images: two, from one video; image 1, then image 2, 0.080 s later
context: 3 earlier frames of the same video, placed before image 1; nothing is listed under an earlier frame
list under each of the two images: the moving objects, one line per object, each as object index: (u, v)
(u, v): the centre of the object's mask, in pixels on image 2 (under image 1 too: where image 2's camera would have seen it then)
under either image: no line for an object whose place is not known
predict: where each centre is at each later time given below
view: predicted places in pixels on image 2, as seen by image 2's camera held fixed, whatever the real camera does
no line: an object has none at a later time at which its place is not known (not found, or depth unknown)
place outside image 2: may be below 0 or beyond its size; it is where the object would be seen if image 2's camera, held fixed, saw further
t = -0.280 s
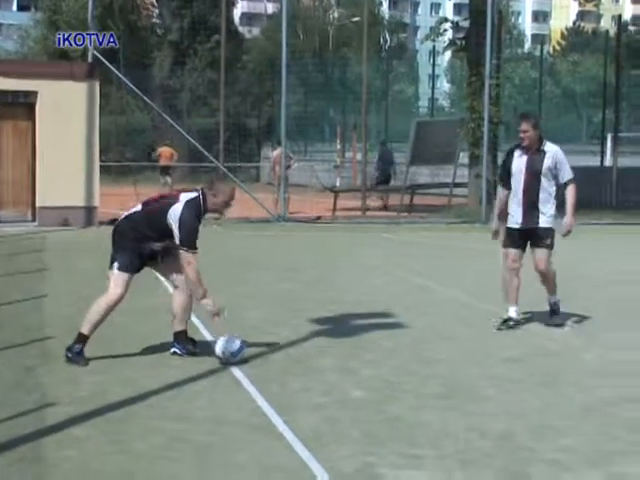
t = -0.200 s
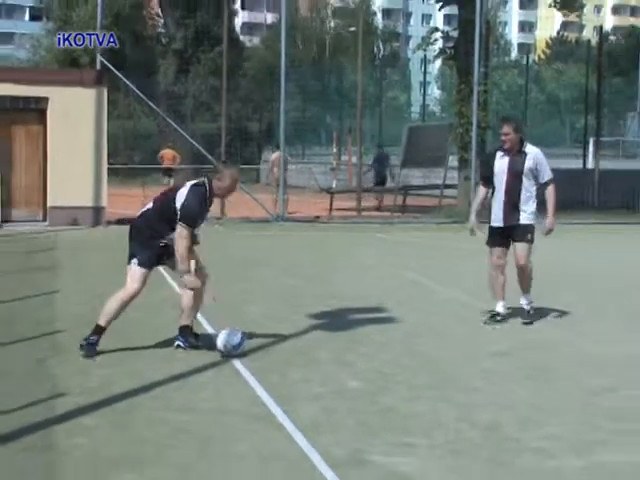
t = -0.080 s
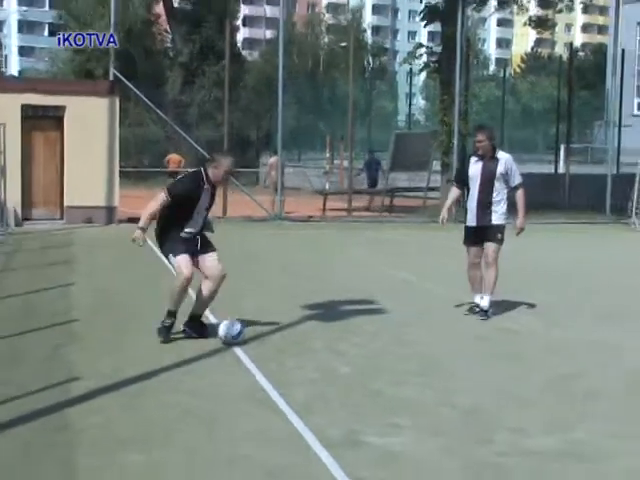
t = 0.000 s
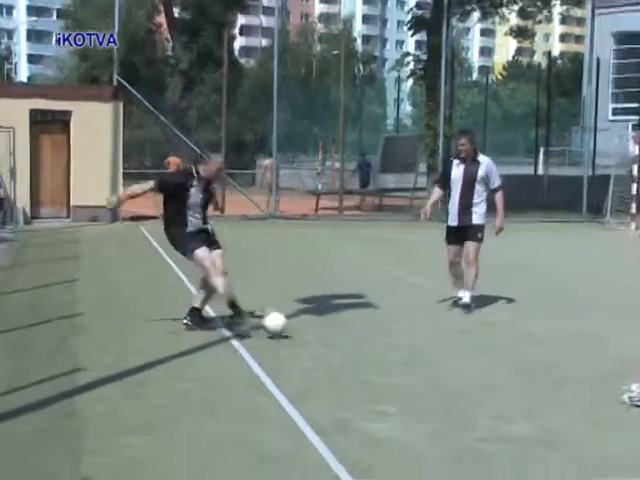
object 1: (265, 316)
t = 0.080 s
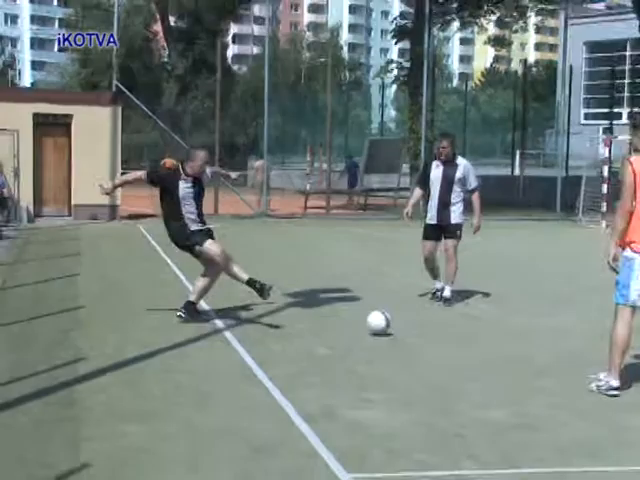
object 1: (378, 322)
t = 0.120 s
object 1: (436, 326)
